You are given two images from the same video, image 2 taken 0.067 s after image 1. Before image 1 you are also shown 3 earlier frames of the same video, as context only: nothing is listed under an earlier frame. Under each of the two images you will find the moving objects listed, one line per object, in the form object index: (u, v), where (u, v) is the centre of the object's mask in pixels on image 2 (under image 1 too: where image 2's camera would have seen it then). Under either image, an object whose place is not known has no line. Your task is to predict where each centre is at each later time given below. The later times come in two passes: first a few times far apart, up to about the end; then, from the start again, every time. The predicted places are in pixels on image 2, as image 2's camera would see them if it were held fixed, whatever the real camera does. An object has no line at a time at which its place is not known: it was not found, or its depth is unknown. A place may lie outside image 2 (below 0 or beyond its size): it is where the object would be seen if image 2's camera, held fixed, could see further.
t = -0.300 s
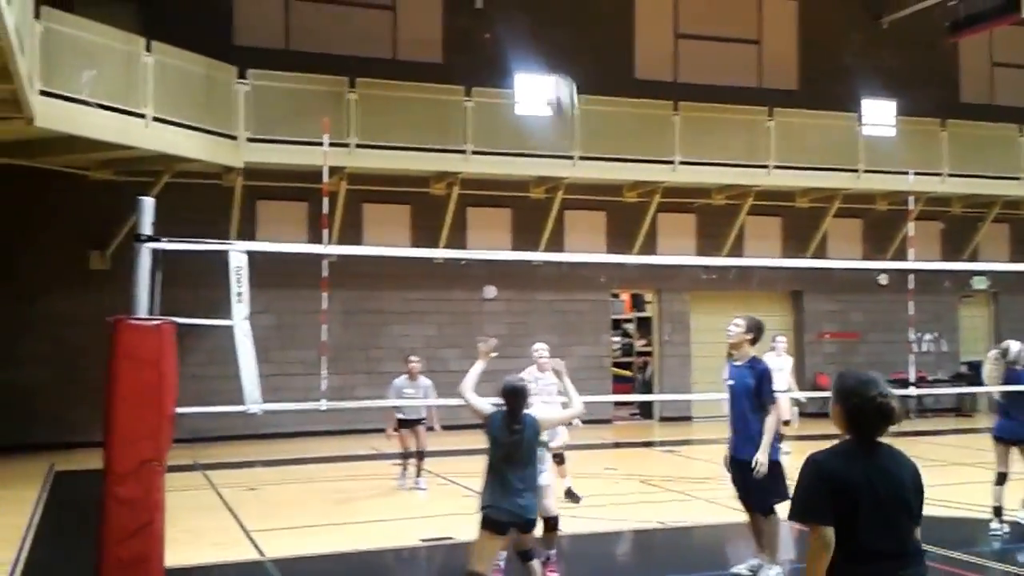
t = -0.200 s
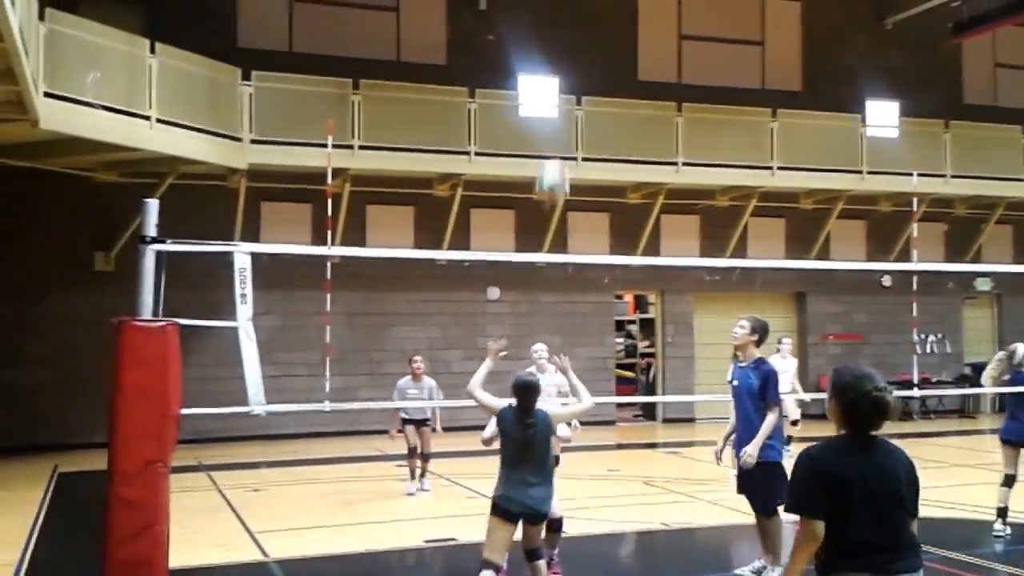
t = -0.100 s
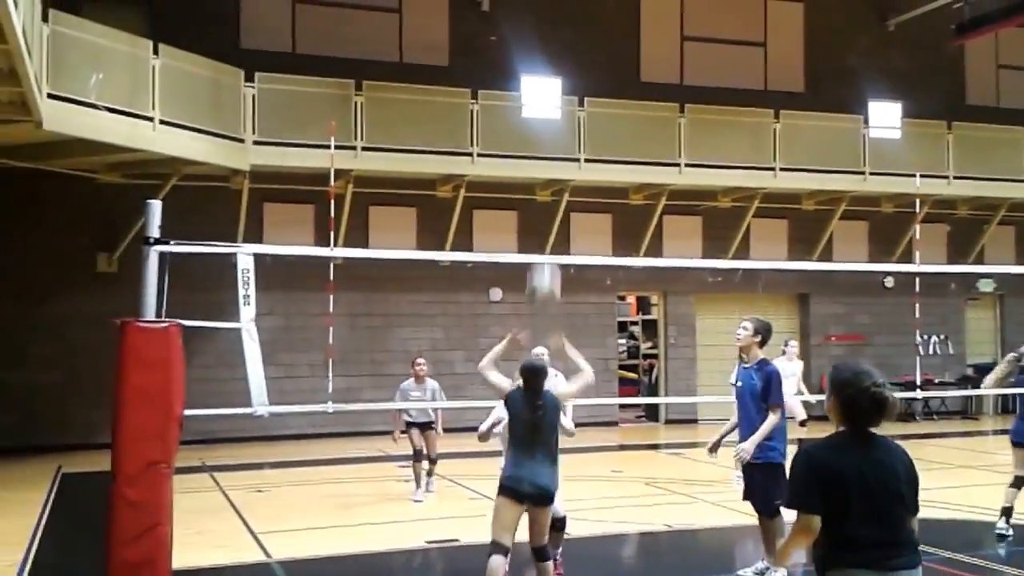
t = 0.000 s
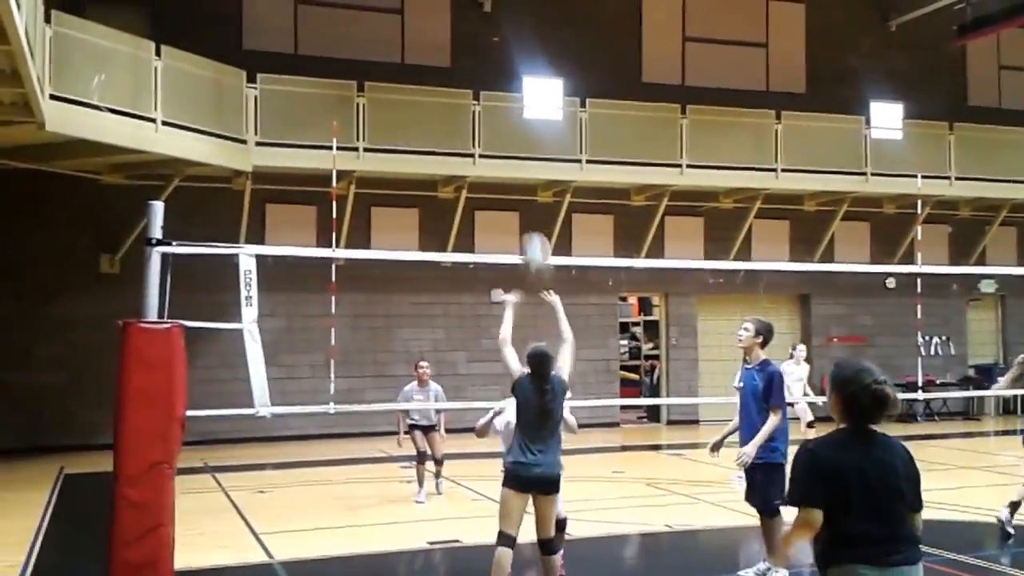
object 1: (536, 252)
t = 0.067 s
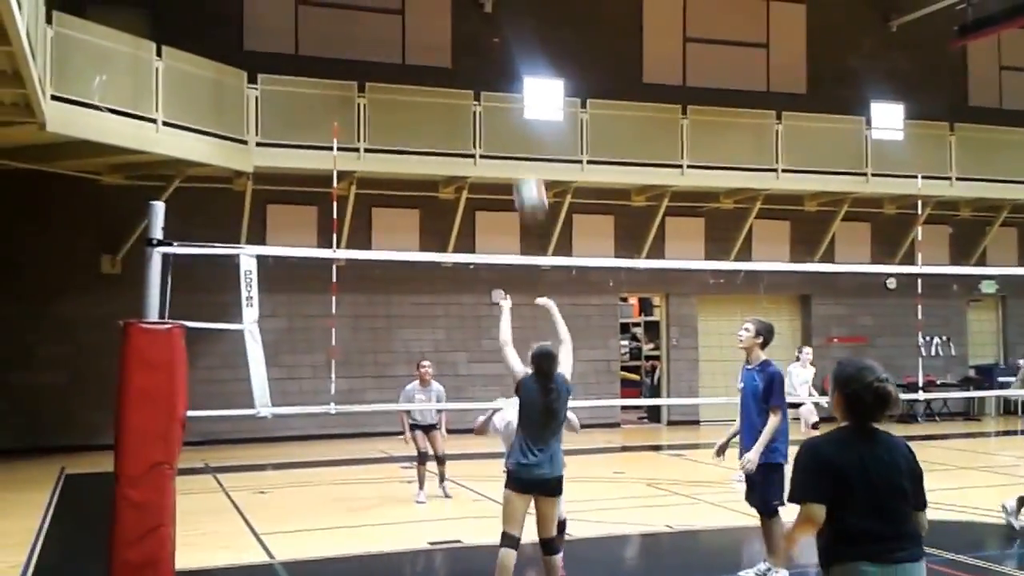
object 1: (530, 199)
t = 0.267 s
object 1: (515, 71)
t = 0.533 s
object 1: (502, 11)
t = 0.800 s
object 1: (491, 44)
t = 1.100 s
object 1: (482, 166)
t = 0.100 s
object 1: (529, 169)
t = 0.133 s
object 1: (525, 143)
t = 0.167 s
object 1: (522, 124)
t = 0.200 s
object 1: (518, 101)
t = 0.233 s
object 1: (516, 84)
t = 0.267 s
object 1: (515, 71)
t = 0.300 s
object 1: (514, 58)
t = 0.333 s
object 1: (512, 46)
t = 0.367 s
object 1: (510, 36)
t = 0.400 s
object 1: (508, 28)
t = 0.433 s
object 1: (507, 22)
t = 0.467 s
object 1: (505, 16)
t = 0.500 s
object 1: (503, 12)
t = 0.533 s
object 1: (502, 11)
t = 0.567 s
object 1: (500, 11)
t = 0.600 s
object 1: (499, 11)
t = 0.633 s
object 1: (497, 13)
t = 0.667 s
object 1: (496, 17)
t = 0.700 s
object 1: (495, 22)
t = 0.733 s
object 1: (494, 28)
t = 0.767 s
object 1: (492, 35)
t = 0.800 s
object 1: (491, 44)
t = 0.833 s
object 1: (490, 54)
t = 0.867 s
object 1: (489, 64)
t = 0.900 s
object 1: (487, 76)
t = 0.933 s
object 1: (487, 89)
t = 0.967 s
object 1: (485, 102)
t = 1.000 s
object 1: (485, 116)
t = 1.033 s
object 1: (484, 132)
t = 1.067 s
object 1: (483, 150)
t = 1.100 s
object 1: (482, 166)
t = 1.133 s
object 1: (482, 186)
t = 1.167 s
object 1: (481, 204)
